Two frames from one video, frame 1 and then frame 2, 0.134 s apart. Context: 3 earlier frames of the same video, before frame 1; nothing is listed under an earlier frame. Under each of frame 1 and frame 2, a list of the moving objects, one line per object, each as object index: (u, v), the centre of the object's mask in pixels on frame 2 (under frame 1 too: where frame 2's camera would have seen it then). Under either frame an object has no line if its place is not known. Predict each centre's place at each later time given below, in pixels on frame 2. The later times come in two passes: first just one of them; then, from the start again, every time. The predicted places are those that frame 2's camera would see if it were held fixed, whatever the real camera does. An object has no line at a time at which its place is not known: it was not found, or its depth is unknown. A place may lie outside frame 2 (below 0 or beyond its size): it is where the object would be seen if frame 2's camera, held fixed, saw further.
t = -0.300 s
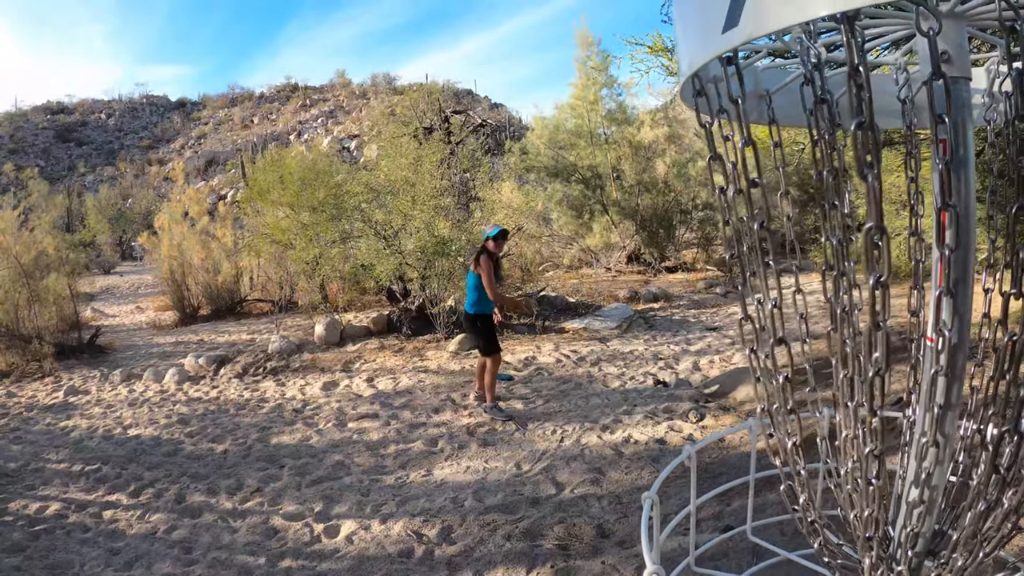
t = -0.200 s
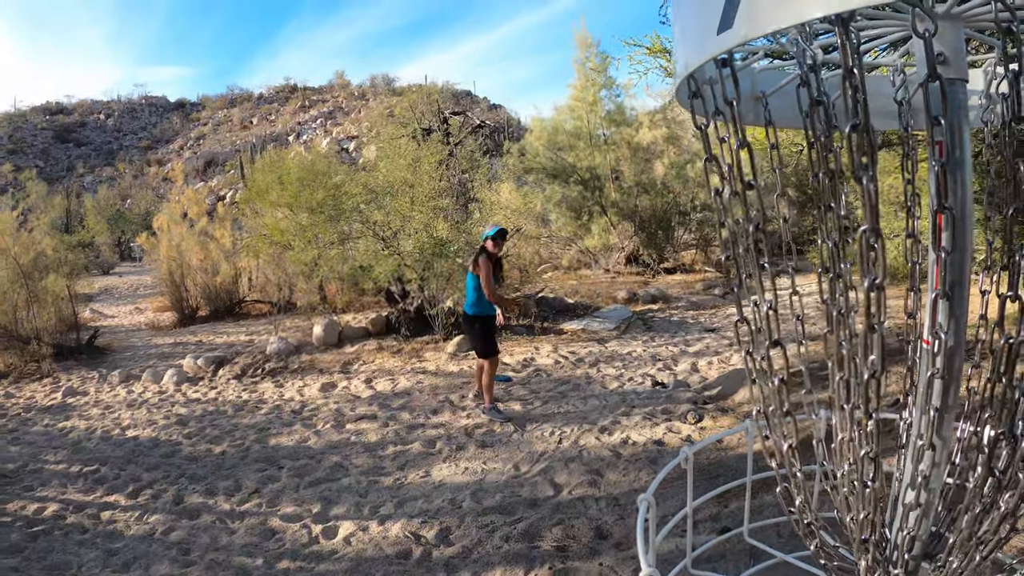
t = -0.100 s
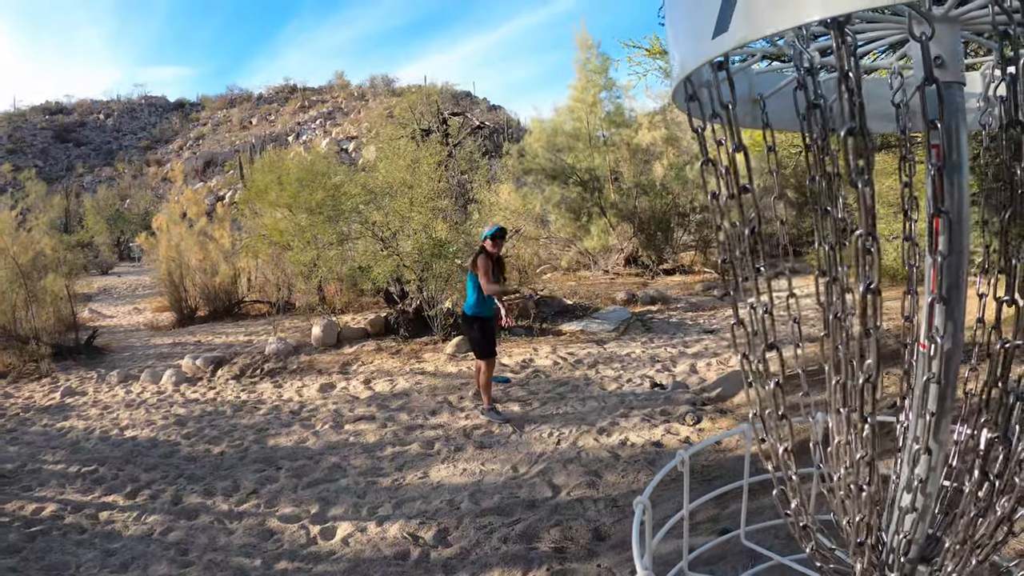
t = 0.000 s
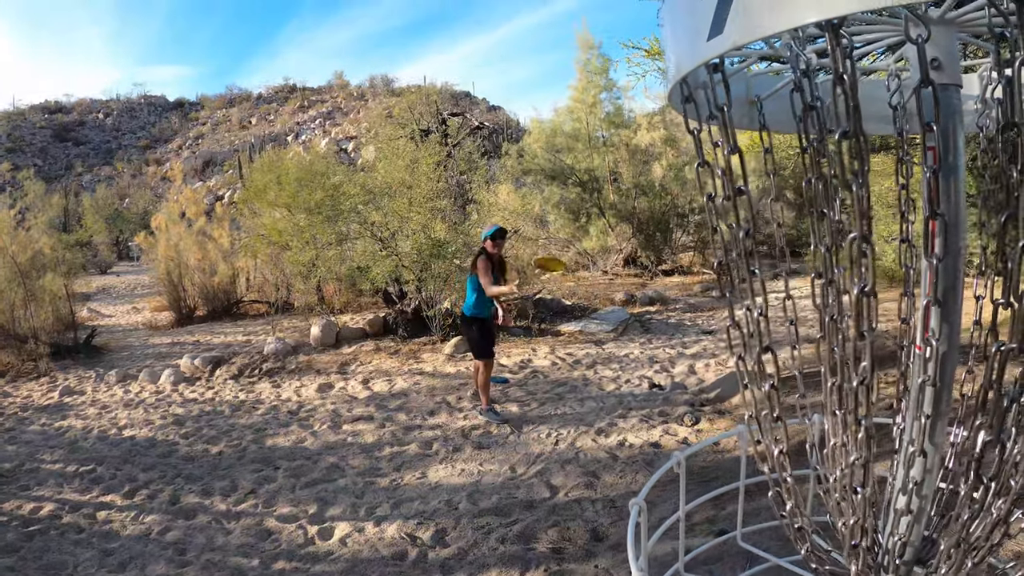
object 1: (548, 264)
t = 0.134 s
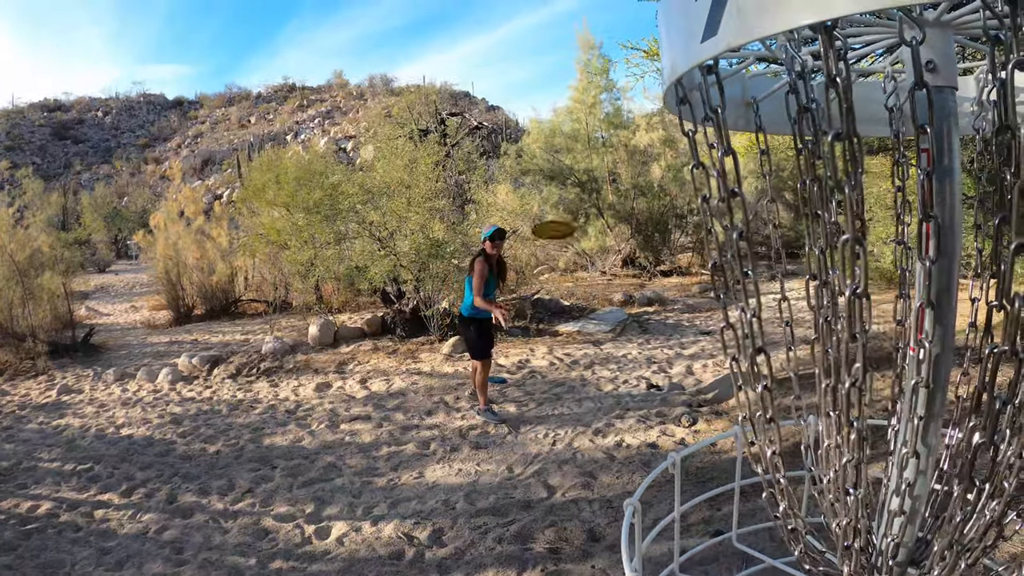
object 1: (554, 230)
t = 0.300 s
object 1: (570, 215)
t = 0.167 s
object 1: (555, 223)
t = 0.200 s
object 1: (557, 219)
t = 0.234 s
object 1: (559, 216)
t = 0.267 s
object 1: (565, 214)
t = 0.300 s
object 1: (570, 215)
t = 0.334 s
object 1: (577, 218)
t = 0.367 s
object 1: (586, 226)
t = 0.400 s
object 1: (602, 233)
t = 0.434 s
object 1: (623, 254)
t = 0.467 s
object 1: (638, 289)
